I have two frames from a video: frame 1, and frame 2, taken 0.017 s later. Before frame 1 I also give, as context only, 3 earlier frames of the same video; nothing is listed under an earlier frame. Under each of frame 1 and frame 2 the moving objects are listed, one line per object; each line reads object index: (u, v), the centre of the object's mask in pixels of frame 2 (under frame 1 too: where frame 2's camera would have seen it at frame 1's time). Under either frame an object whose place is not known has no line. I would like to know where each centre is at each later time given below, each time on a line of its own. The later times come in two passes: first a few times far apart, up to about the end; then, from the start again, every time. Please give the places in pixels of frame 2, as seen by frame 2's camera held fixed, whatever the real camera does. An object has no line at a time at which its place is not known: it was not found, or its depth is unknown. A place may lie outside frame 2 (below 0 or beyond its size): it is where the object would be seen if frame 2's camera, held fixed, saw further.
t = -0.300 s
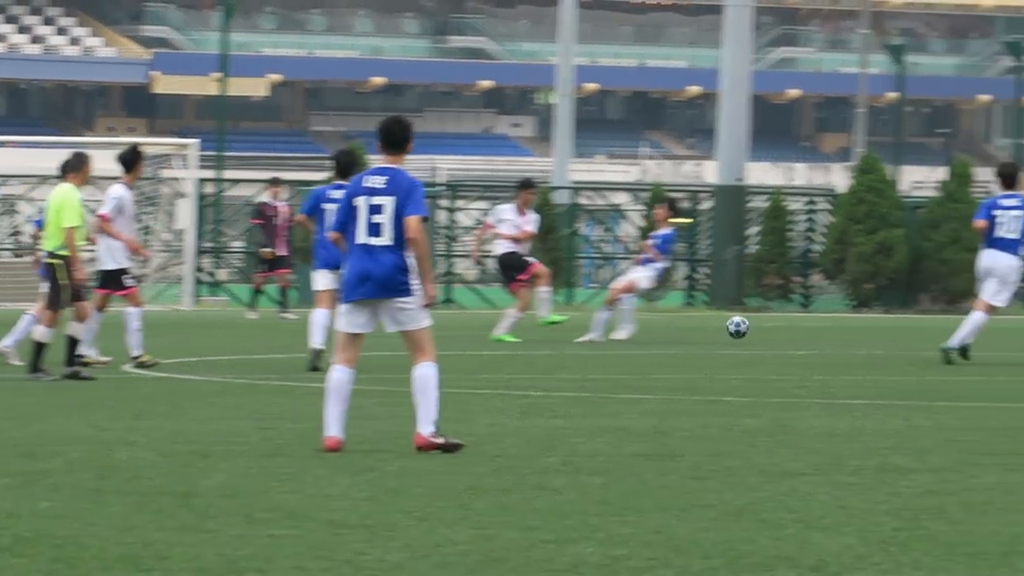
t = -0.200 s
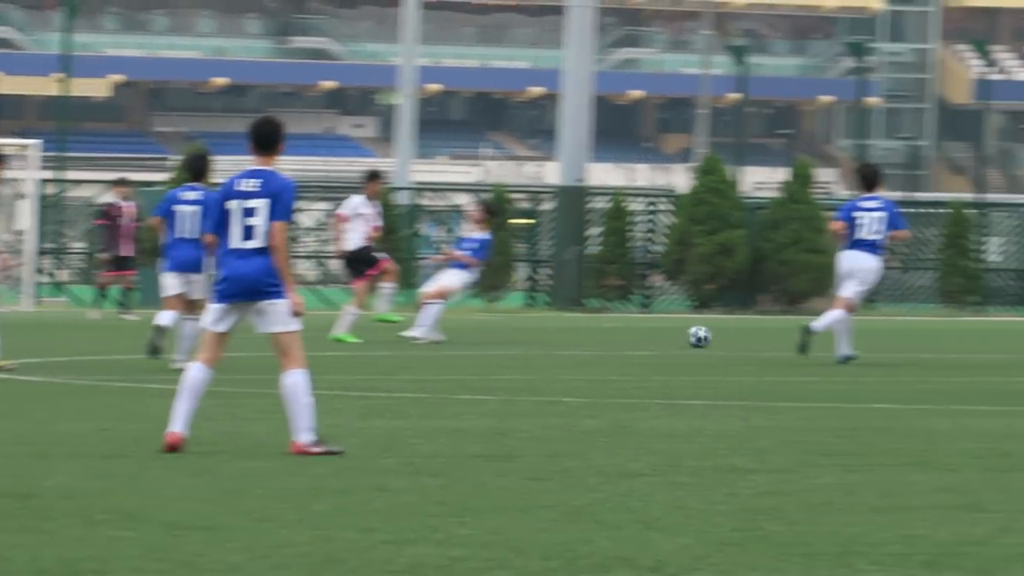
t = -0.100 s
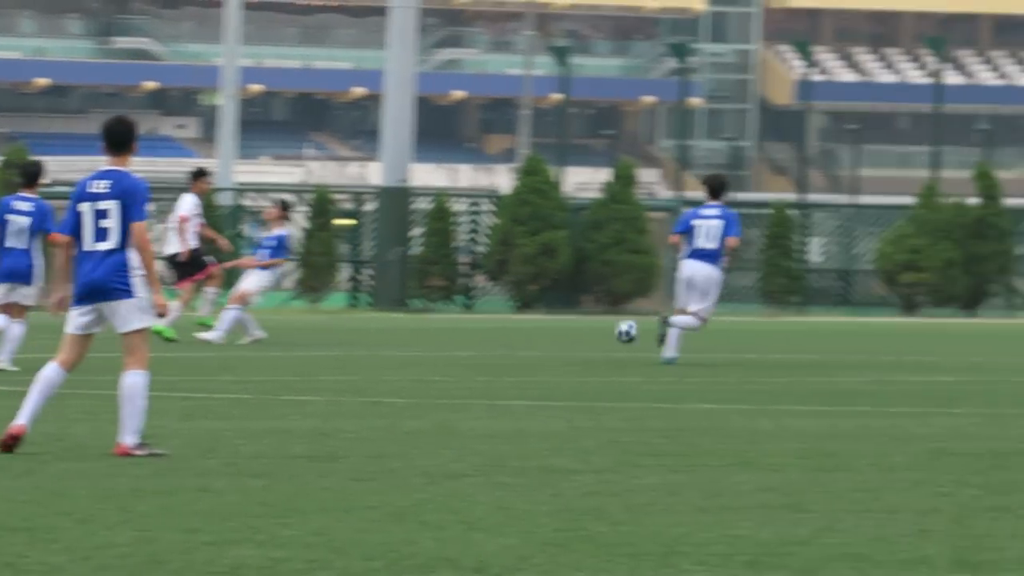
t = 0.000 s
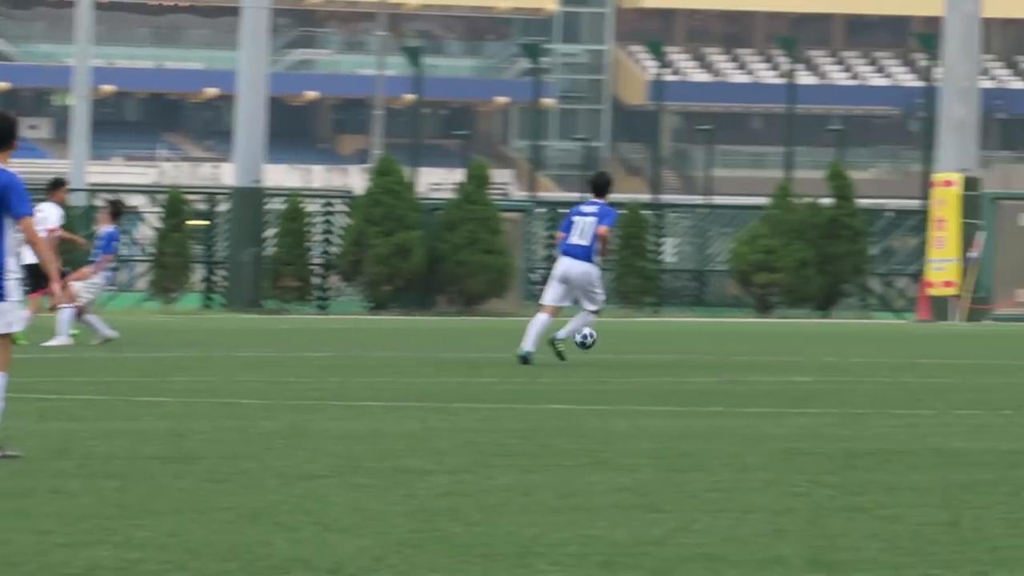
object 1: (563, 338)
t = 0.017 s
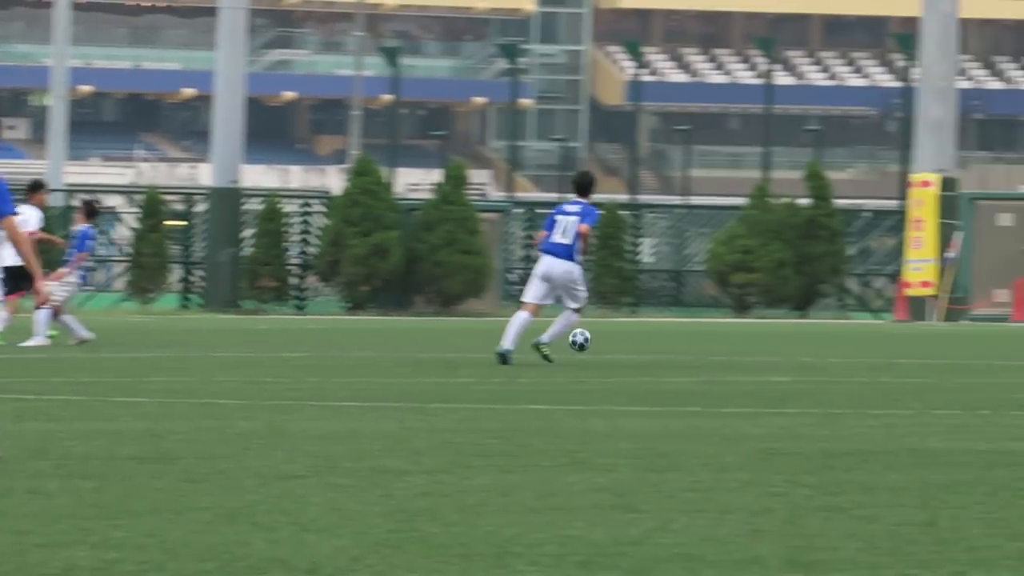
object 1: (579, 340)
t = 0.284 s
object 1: (815, 347)
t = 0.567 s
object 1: (1029, 357)
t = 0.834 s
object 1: (1218, 366)
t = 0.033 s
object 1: (597, 342)
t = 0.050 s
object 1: (614, 343)
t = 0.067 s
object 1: (629, 341)
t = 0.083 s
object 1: (642, 340)
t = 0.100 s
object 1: (657, 339)
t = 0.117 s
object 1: (671, 338)
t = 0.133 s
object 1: (686, 337)
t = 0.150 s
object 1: (700, 337)
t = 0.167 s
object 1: (714, 337)
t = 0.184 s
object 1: (729, 337)
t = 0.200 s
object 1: (743, 338)
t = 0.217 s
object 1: (758, 339)
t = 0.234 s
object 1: (772, 341)
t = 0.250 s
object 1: (786, 342)
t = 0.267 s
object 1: (801, 344)
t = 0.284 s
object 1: (815, 347)
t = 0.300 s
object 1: (830, 349)
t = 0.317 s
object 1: (843, 350)
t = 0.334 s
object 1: (855, 349)
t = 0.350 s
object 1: (867, 348)
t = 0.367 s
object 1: (880, 348)
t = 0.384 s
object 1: (893, 348)
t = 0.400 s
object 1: (904, 348)
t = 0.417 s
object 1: (917, 348)
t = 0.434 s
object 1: (930, 349)
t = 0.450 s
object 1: (942, 350)
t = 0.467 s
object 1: (955, 352)
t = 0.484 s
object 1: (967, 353)
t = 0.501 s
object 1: (979, 356)
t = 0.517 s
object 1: (991, 356)
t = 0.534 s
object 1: (1004, 356)
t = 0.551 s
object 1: (1017, 356)
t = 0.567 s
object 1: (1029, 357)
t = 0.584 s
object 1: (1041, 357)
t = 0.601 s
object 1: (1054, 359)
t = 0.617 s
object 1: (1066, 359)
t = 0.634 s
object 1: (1077, 360)
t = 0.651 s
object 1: (1089, 360)
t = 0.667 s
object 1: (1101, 360)
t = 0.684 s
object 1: (1112, 360)
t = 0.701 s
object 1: (1123, 360)
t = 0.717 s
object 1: (1135, 361)
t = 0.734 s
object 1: (1147, 362)
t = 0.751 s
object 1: (1159, 363)
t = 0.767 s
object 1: (1170, 365)
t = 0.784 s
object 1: (1181, 365)
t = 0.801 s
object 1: (1194, 365)
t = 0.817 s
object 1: (1205, 365)
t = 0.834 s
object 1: (1218, 366)
